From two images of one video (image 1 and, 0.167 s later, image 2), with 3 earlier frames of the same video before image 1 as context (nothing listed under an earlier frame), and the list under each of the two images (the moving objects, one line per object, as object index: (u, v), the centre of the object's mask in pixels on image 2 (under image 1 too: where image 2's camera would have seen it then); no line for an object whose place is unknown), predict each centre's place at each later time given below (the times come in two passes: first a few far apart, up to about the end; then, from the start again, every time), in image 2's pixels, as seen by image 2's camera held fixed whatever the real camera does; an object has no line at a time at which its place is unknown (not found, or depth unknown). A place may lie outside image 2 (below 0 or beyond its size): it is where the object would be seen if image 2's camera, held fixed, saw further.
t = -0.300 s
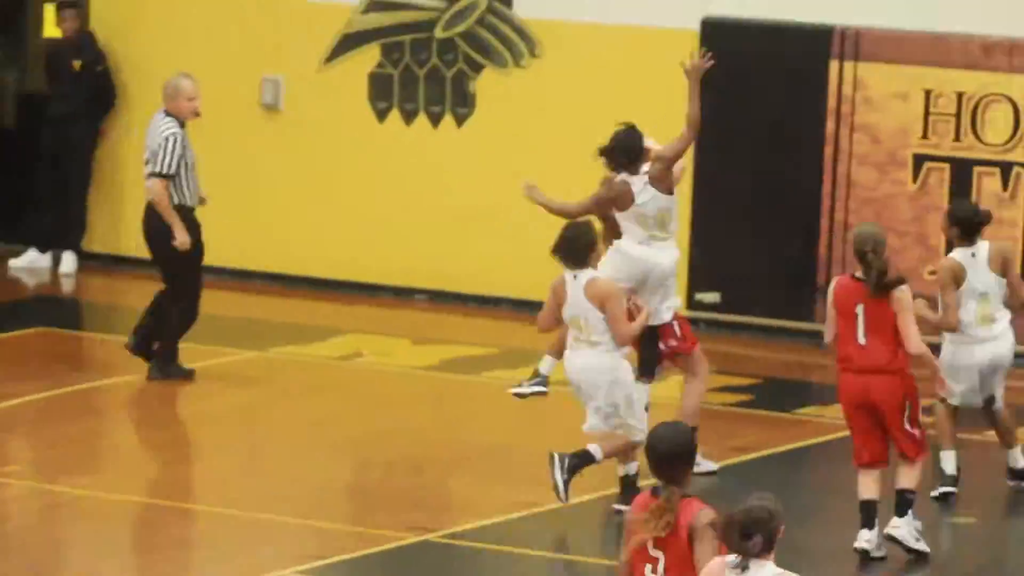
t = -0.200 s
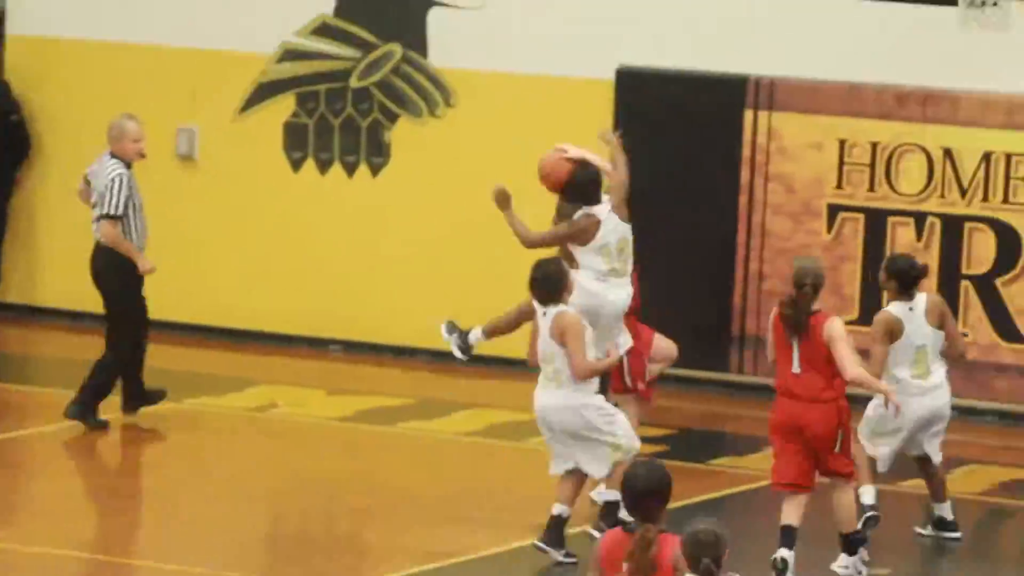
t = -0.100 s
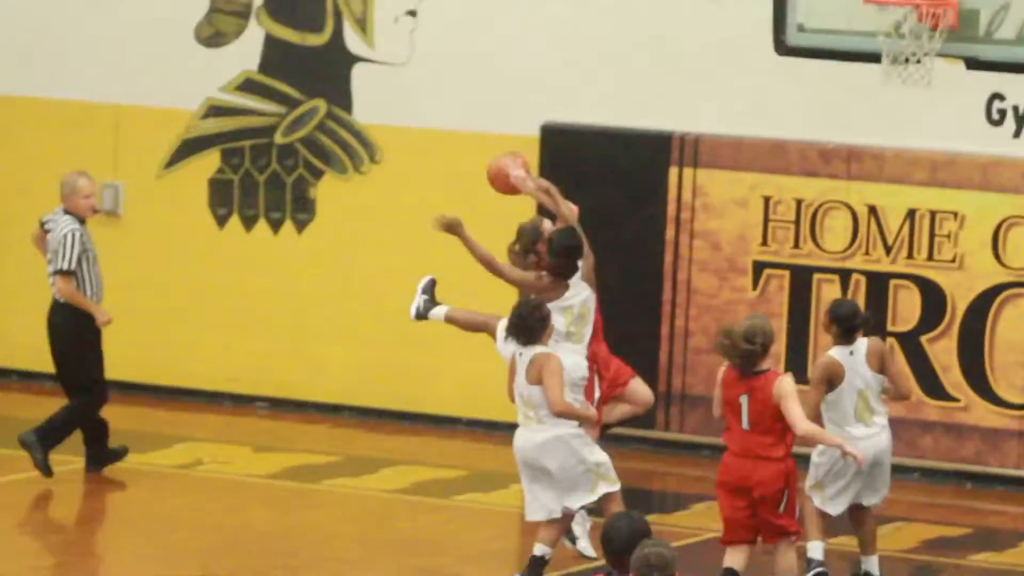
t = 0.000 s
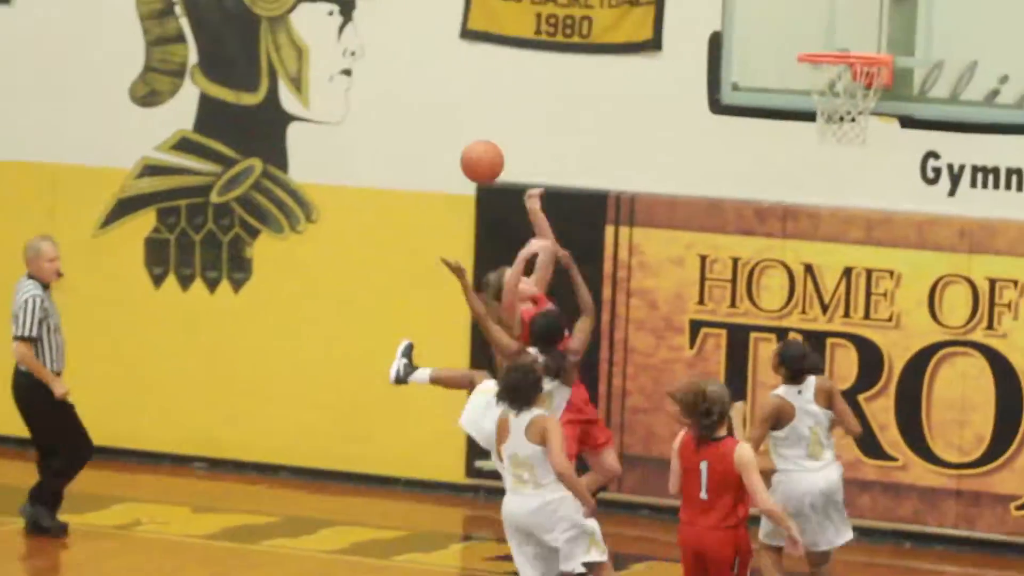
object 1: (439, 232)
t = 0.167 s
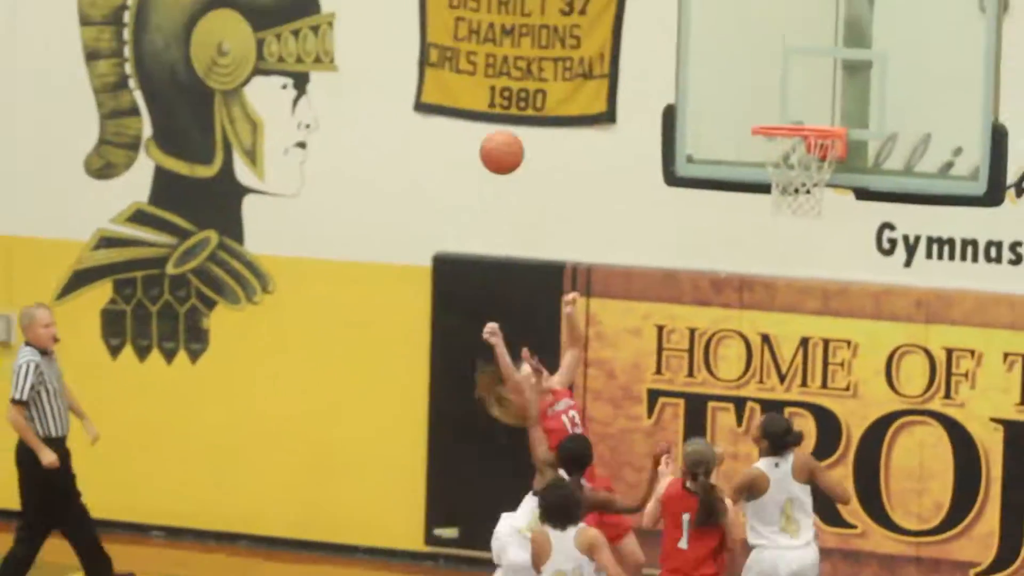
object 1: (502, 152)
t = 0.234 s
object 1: (527, 134)
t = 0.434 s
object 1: (602, 133)
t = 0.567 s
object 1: (652, 179)
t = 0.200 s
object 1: (515, 141)
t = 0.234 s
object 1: (527, 134)
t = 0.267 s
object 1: (539, 129)
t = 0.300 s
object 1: (552, 125)
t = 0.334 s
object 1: (565, 125)
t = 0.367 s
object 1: (577, 126)
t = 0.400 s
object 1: (589, 129)
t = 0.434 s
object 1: (602, 133)
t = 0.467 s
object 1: (615, 140)
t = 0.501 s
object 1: (626, 151)
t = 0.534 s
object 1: (637, 164)
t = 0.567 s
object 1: (652, 179)
